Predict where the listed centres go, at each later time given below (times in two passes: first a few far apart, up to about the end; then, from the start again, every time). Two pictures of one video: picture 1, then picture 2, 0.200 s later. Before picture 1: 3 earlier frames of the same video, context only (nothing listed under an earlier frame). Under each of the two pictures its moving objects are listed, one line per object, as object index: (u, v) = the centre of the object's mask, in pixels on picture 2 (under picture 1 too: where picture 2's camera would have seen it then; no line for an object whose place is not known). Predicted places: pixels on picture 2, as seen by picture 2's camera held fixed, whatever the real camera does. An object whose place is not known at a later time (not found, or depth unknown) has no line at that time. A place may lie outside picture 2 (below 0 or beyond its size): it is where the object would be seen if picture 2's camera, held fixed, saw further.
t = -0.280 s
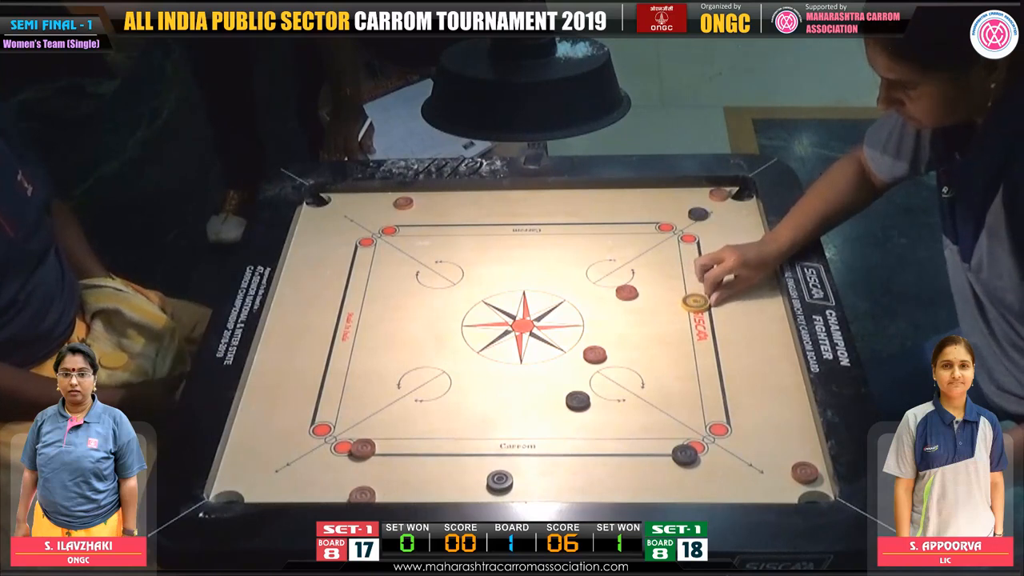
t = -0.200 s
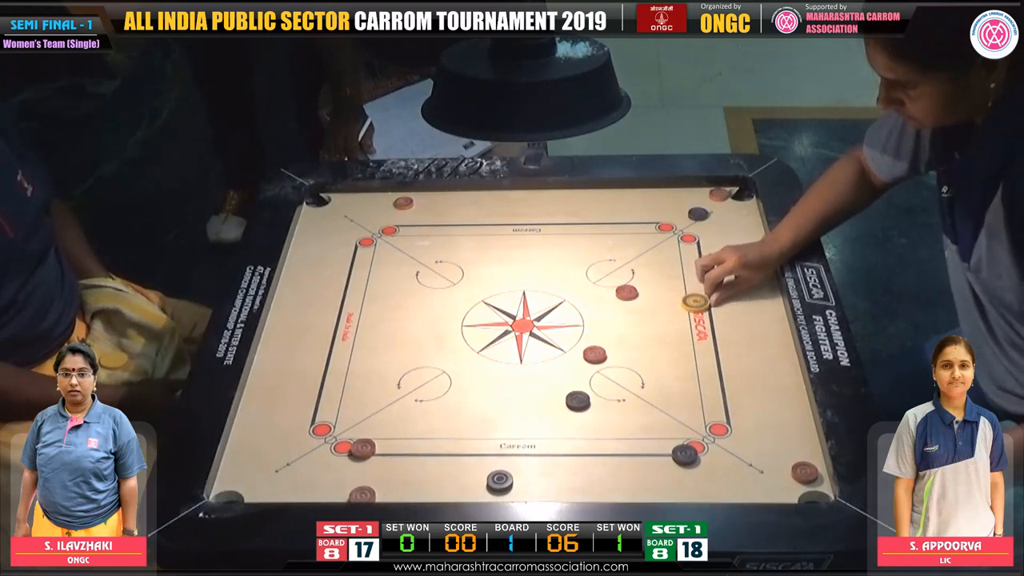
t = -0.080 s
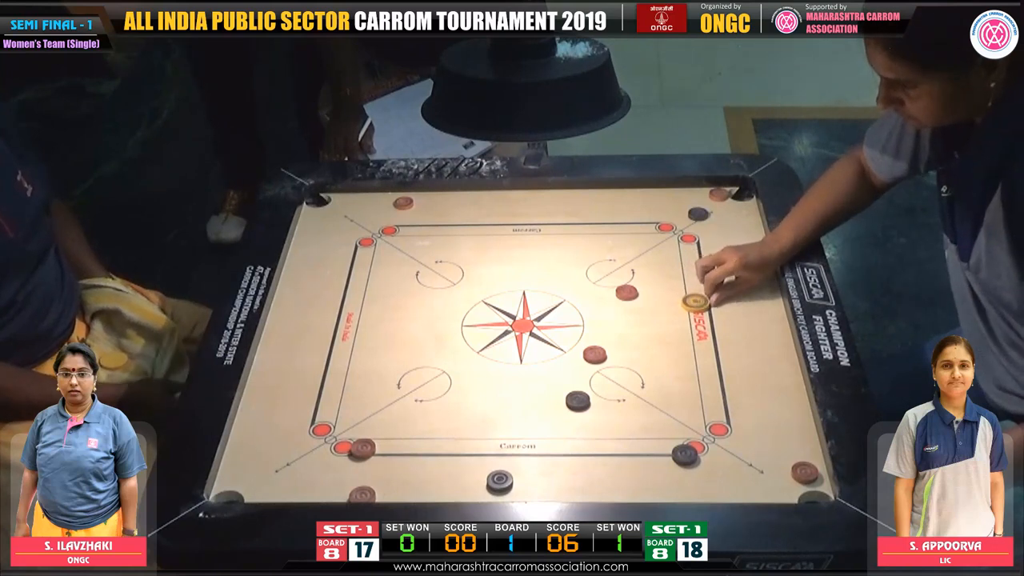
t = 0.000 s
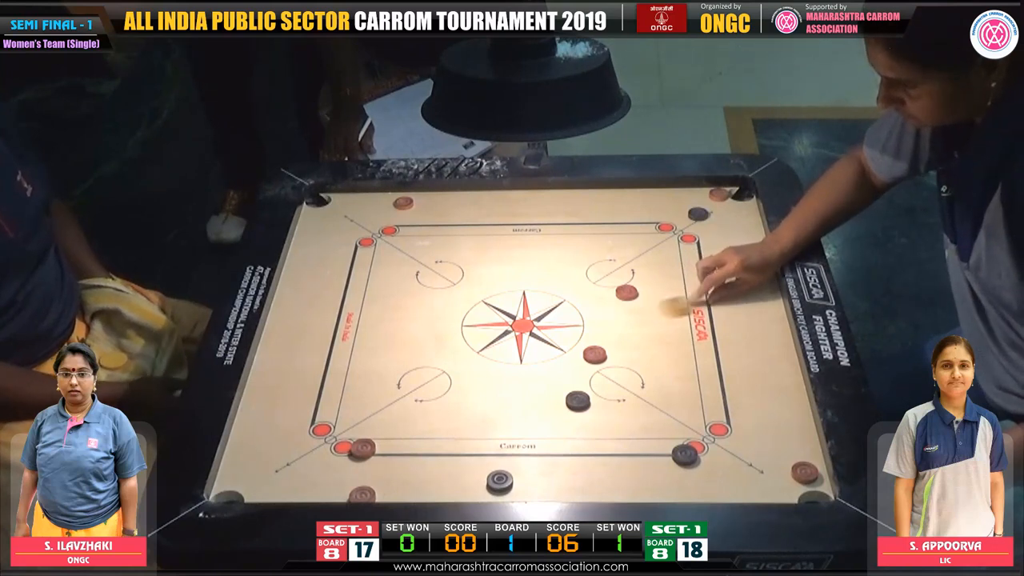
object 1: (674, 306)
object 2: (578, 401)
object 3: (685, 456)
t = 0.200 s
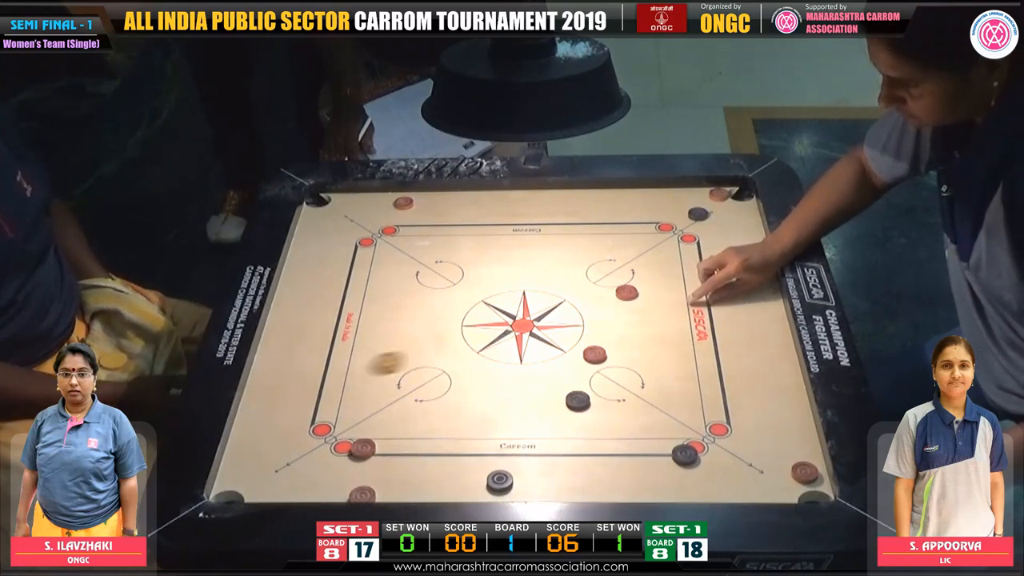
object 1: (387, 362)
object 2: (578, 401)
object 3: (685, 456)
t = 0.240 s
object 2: (578, 401)
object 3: (685, 456)
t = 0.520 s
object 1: (511, 416)
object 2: (578, 401)
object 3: (685, 456)
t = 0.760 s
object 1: (747, 439)
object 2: (578, 401)
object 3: (685, 456)
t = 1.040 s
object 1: (676, 434)
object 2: (578, 401)
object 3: (674, 463)
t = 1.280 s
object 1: (595, 415)
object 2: (576, 400)
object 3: (645, 482)
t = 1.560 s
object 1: (581, 415)
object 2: (551, 383)
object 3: (645, 483)
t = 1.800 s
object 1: (581, 415)
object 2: (551, 383)
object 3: (645, 483)
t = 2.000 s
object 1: (581, 415)
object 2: (551, 383)
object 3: (645, 483)
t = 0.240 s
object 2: (578, 401)
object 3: (685, 456)
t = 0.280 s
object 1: (273, 384)
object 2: (578, 401)
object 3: (685, 456)
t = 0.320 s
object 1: (291, 391)
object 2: (578, 401)
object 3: (685, 456)
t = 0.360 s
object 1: (338, 397)
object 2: (578, 401)
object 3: (685, 456)
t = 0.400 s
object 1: (381, 402)
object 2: (578, 401)
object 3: (685, 456)
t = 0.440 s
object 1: (426, 406)
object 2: (578, 401)
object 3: (685, 456)
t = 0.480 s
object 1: (469, 412)
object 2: (578, 401)
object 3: (685, 456)
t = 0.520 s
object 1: (511, 416)
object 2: (578, 401)
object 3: (685, 456)
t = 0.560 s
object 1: (553, 420)
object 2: (578, 401)
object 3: (685, 456)
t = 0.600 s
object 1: (595, 424)
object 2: (578, 401)
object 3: (685, 456)
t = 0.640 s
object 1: (633, 428)
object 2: (578, 401)
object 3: (685, 456)
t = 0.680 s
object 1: (673, 432)
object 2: (578, 401)
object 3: (685, 456)
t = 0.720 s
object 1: (710, 435)
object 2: (578, 401)
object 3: (685, 456)
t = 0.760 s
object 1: (747, 439)
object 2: (578, 401)
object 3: (685, 456)
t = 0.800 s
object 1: (780, 442)
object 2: (578, 401)
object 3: (685, 456)
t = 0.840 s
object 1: (798, 444)
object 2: (578, 401)
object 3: (685, 456)
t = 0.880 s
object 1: (770, 443)
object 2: (578, 401)
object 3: (685, 456)
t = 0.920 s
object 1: (744, 442)
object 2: (578, 401)
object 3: (685, 456)
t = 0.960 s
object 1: (718, 440)
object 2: (578, 401)
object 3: (685, 456)
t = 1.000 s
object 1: (695, 438)
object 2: (578, 401)
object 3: (683, 457)
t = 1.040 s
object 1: (676, 434)
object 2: (578, 401)
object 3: (674, 463)
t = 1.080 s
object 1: (659, 430)
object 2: (578, 401)
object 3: (667, 470)
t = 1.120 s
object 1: (643, 427)
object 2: (578, 401)
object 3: (660, 475)
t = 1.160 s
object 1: (629, 424)
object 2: (578, 401)
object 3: (654, 478)
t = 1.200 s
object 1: (616, 421)
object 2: (578, 401)
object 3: (649, 480)
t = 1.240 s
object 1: (605, 418)
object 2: (578, 401)
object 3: (647, 483)
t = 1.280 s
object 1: (595, 415)
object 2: (576, 400)
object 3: (645, 482)
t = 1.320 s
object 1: (590, 415)
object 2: (570, 396)
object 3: (645, 482)
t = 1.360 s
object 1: (585, 415)
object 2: (564, 392)
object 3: (645, 482)
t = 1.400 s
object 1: (583, 415)
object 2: (559, 389)
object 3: (645, 482)
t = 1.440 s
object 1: (581, 415)
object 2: (555, 386)
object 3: (645, 483)
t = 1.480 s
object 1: (581, 415)
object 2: (552, 384)
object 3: (645, 483)
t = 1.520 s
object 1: (581, 415)
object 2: (551, 383)
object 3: (645, 483)
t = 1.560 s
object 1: (581, 415)
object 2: (551, 383)
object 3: (645, 483)
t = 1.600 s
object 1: (581, 415)
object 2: (551, 383)
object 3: (645, 483)
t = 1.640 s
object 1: (581, 415)
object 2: (551, 383)
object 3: (645, 483)
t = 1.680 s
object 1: (581, 415)
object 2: (551, 383)
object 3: (645, 483)
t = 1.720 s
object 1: (581, 415)
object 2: (551, 383)
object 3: (645, 483)
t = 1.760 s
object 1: (581, 415)
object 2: (551, 383)
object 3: (645, 483)
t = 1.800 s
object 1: (581, 415)
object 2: (551, 383)
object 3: (645, 483)
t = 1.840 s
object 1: (581, 415)
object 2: (551, 383)
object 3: (645, 483)
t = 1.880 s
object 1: (581, 415)
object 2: (551, 383)
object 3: (645, 483)
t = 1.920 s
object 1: (581, 415)
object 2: (551, 383)
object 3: (645, 483)
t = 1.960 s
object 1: (581, 415)
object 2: (551, 383)
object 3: (645, 483)
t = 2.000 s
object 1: (581, 415)
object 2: (551, 383)
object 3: (645, 483)
